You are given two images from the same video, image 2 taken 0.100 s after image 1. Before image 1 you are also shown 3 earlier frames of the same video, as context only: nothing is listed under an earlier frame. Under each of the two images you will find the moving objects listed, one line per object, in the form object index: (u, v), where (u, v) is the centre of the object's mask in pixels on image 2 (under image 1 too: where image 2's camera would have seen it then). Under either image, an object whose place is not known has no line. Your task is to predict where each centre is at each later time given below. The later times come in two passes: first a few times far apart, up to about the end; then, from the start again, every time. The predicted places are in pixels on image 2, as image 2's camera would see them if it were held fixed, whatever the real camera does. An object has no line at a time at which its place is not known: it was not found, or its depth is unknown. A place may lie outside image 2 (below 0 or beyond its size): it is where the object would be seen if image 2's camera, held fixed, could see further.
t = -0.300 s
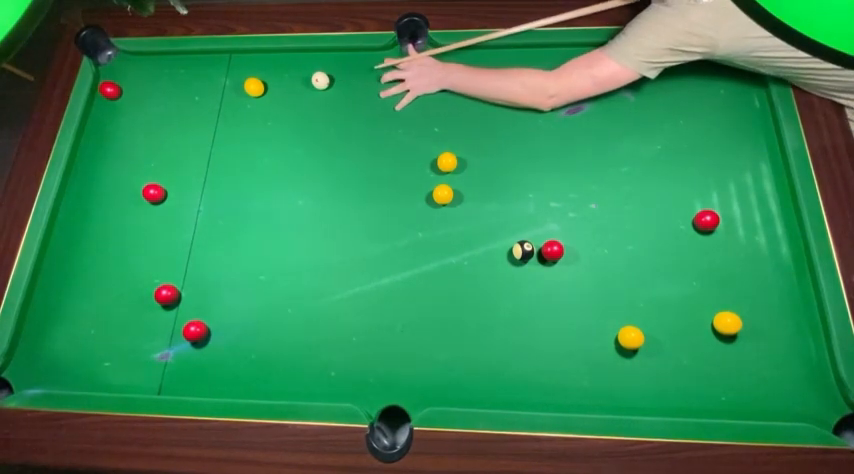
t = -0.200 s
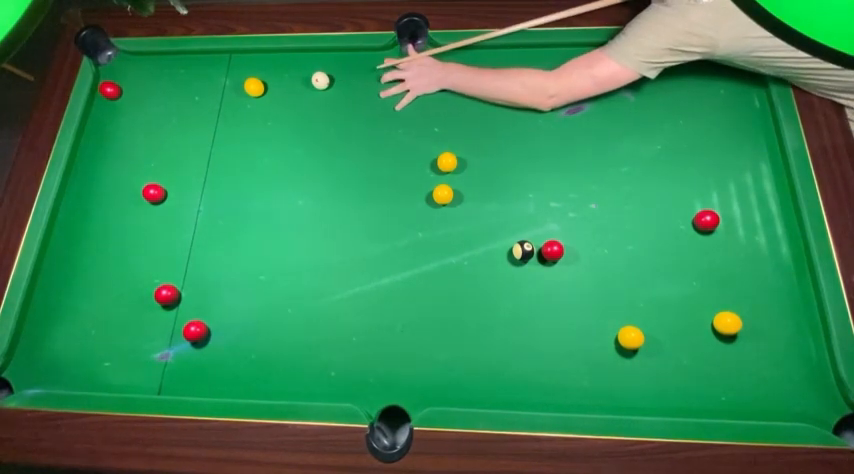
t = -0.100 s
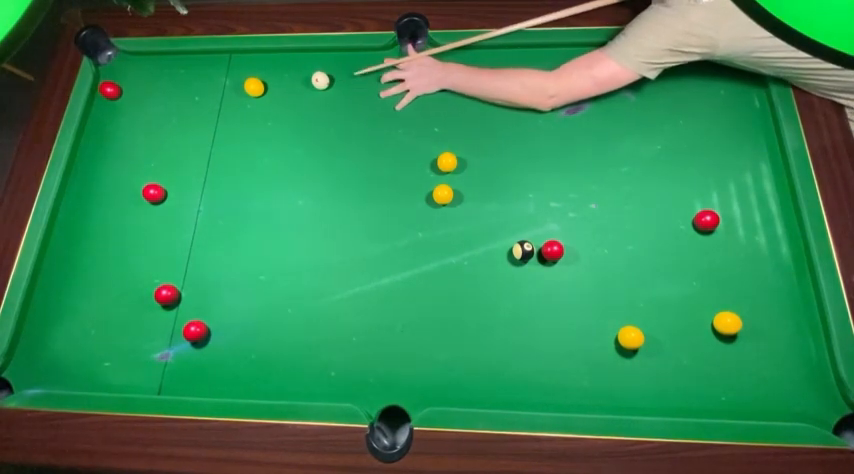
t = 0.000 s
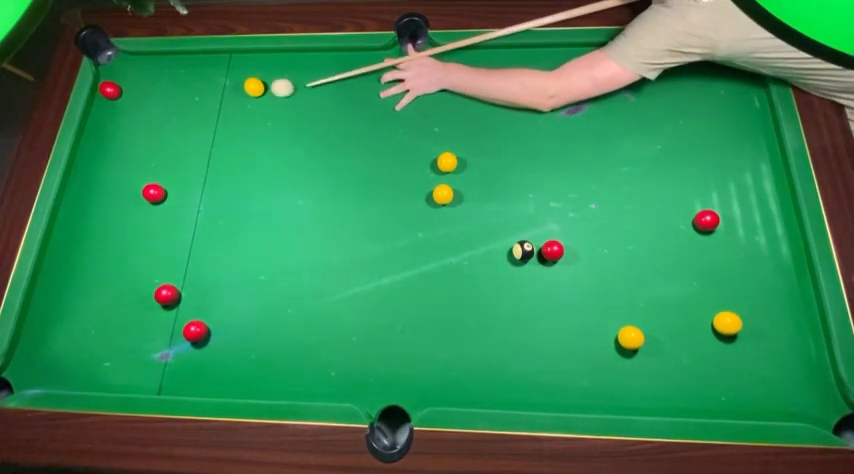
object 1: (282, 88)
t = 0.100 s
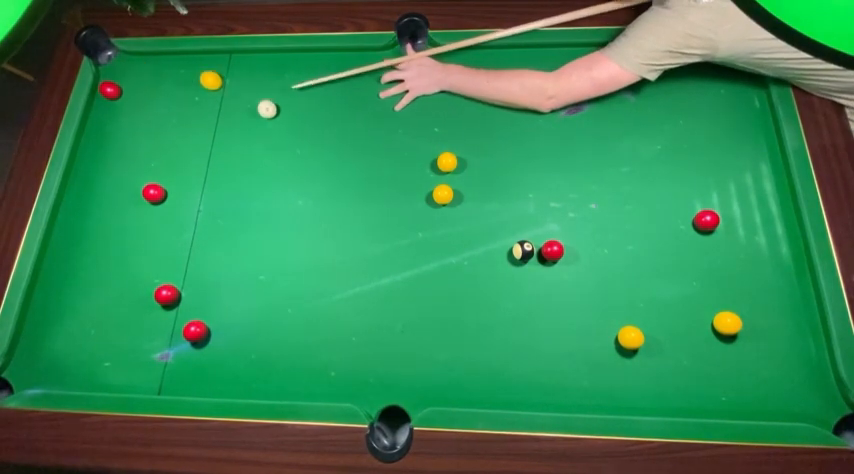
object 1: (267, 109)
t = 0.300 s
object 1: (263, 146)
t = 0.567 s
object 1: (259, 194)
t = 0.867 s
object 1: (254, 251)
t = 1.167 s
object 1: (250, 308)
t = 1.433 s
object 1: (246, 359)
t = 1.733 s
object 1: (253, 372)
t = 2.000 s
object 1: (268, 345)
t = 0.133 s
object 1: (266, 115)
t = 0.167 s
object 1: (266, 121)
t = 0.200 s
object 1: (265, 127)
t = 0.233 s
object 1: (265, 133)
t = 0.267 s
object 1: (264, 139)
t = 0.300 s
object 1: (263, 146)
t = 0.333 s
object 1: (263, 151)
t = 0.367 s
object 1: (262, 158)
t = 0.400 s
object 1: (262, 164)
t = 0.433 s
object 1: (261, 170)
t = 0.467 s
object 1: (261, 176)
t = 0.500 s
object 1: (260, 182)
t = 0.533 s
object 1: (260, 188)
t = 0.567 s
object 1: (259, 194)
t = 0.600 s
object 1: (259, 201)
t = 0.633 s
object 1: (258, 207)
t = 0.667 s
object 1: (257, 213)
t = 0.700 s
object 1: (257, 219)
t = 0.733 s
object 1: (257, 226)
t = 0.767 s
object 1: (256, 232)
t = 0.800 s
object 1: (256, 238)
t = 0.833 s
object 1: (255, 245)
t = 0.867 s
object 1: (254, 251)
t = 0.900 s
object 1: (254, 257)
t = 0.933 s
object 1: (254, 264)
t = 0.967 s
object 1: (253, 270)
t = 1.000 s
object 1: (253, 276)
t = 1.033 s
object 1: (252, 283)
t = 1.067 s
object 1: (252, 289)
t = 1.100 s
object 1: (251, 295)
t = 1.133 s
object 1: (251, 302)
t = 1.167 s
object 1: (250, 308)
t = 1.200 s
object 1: (250, 315)
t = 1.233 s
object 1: (249, 321)
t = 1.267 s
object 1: (249, 328)
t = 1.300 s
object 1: (248, 334)
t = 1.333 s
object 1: (248, 340)
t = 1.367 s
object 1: (247, 347)
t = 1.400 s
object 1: (247, 353)
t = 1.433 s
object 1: (246, 359)
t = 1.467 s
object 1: (246, 366)
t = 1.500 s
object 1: (246, 373)
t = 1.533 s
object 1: (245, 379)
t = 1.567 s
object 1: (245, 385)
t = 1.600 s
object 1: (245, 387)
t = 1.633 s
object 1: (247, 383)
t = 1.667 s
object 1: (249, 379)
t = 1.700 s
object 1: (251, 376)
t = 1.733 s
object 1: (253, 372)
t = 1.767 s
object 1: (255, 368)
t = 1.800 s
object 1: (257, 365)
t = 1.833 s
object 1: (259, 362)
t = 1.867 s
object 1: (260, 358)
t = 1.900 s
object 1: (262, 355)
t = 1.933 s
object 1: (264, 352)
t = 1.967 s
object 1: (266, 348)
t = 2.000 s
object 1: (268, 345)
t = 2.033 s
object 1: (269, 342)
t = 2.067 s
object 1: (271, 339)
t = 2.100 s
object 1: (273, 336)
